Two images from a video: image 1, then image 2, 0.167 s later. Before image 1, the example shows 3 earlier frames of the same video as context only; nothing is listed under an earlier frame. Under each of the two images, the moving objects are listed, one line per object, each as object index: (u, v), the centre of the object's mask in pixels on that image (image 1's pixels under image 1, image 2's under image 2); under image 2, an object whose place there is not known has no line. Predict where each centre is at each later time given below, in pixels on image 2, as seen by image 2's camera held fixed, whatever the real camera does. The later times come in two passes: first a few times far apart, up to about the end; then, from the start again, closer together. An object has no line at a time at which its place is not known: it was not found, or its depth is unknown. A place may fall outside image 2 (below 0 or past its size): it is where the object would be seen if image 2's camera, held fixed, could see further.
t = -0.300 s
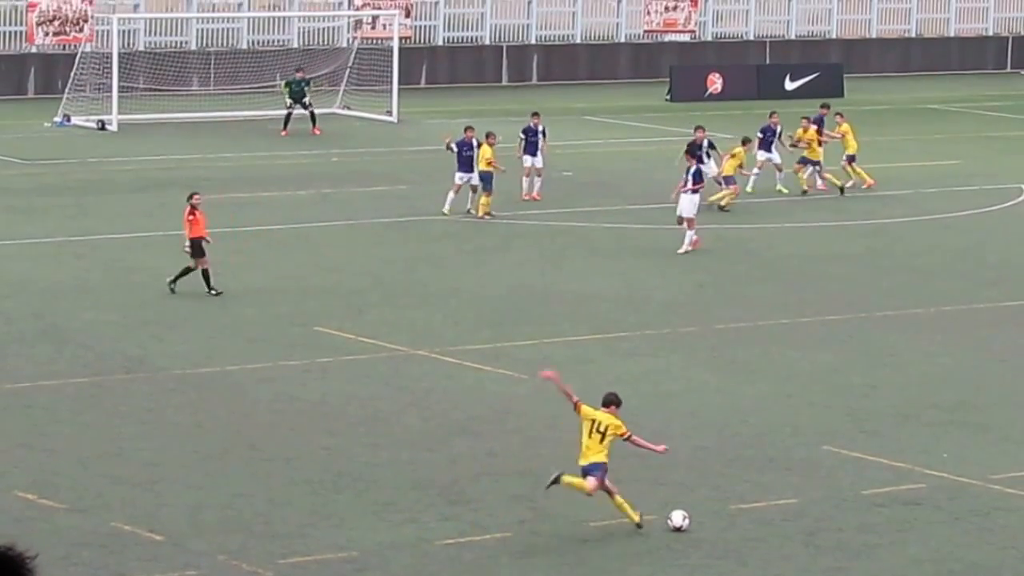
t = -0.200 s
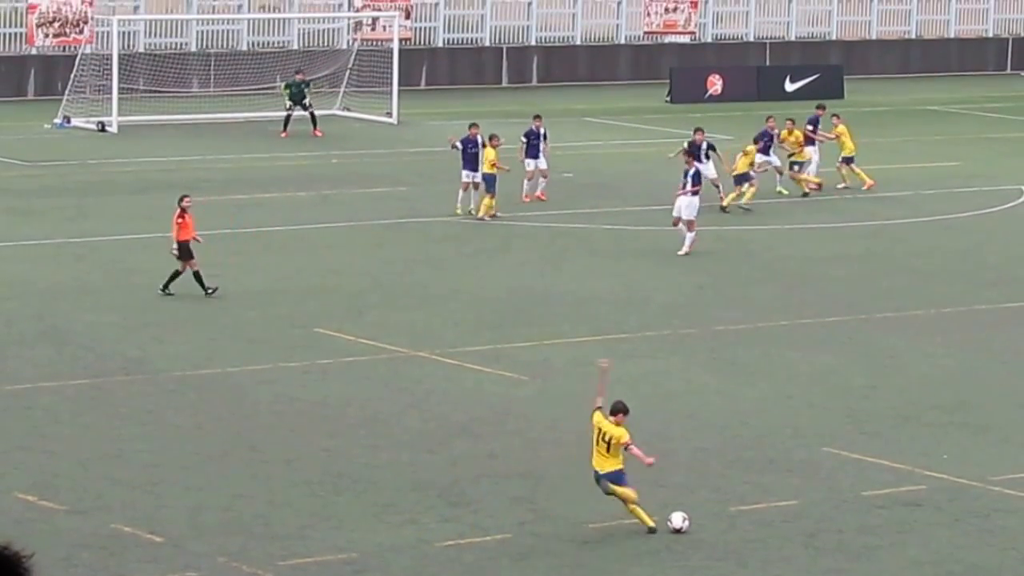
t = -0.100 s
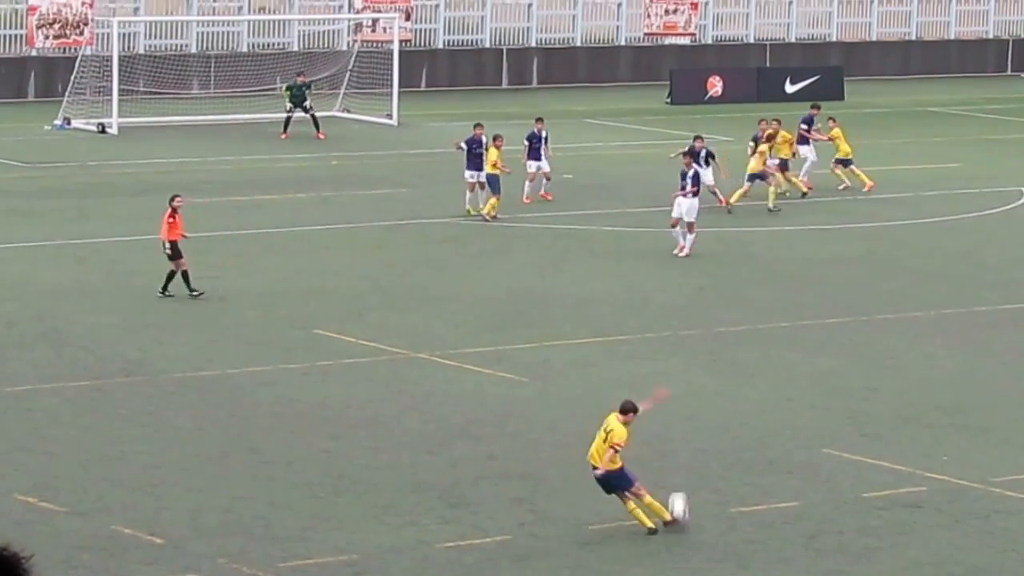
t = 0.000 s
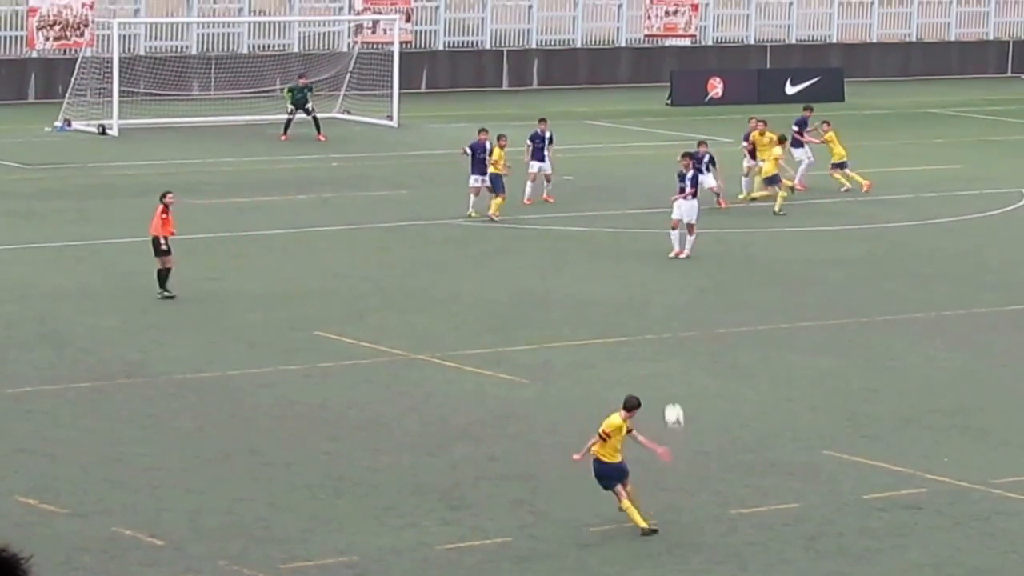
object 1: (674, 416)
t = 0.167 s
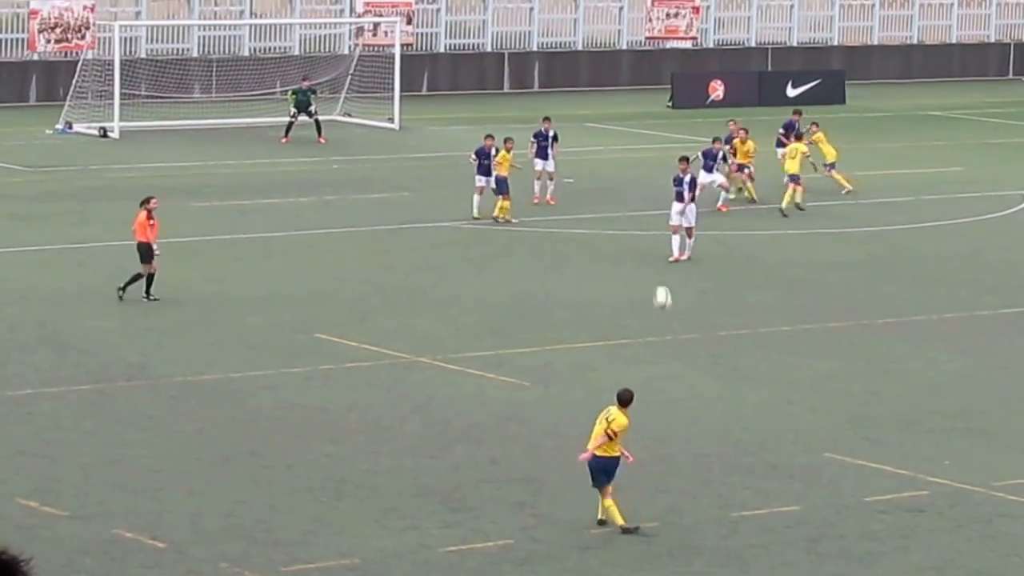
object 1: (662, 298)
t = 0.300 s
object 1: (643, 221)
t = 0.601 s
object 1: (579, 107)
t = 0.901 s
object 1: (501, 49)
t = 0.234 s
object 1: (653, 257)
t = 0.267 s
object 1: (649, 238)
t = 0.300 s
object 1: (643, 221)
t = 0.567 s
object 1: (587, 117)
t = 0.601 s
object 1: (579, 107)
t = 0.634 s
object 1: (570, 98)
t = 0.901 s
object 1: (501, 49)
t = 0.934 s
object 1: (493, 45)
